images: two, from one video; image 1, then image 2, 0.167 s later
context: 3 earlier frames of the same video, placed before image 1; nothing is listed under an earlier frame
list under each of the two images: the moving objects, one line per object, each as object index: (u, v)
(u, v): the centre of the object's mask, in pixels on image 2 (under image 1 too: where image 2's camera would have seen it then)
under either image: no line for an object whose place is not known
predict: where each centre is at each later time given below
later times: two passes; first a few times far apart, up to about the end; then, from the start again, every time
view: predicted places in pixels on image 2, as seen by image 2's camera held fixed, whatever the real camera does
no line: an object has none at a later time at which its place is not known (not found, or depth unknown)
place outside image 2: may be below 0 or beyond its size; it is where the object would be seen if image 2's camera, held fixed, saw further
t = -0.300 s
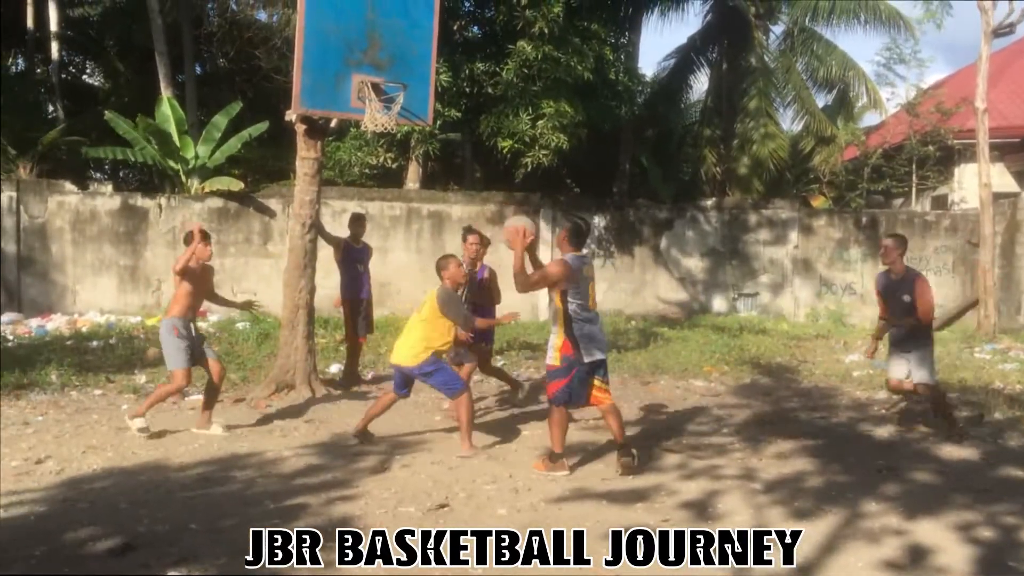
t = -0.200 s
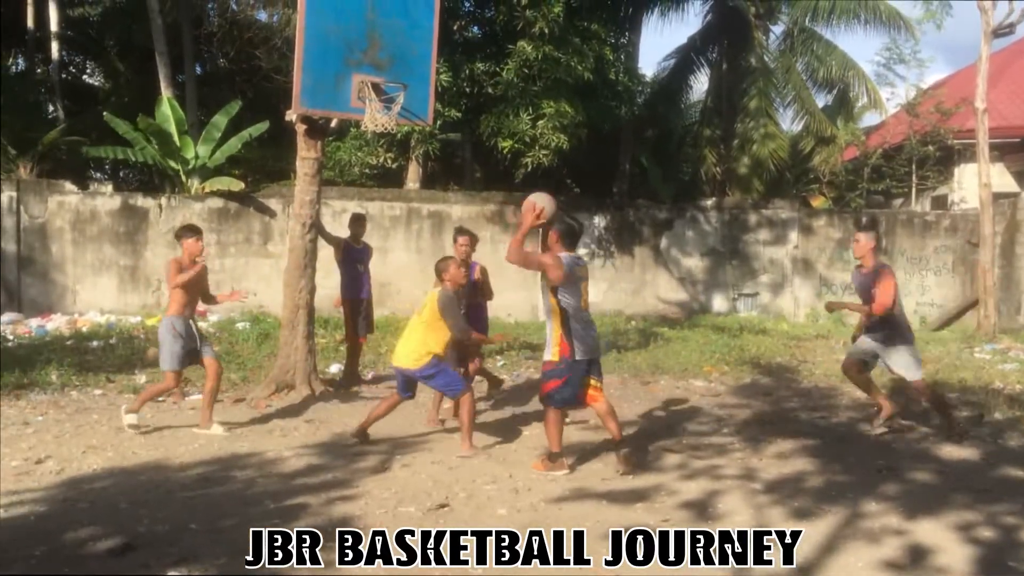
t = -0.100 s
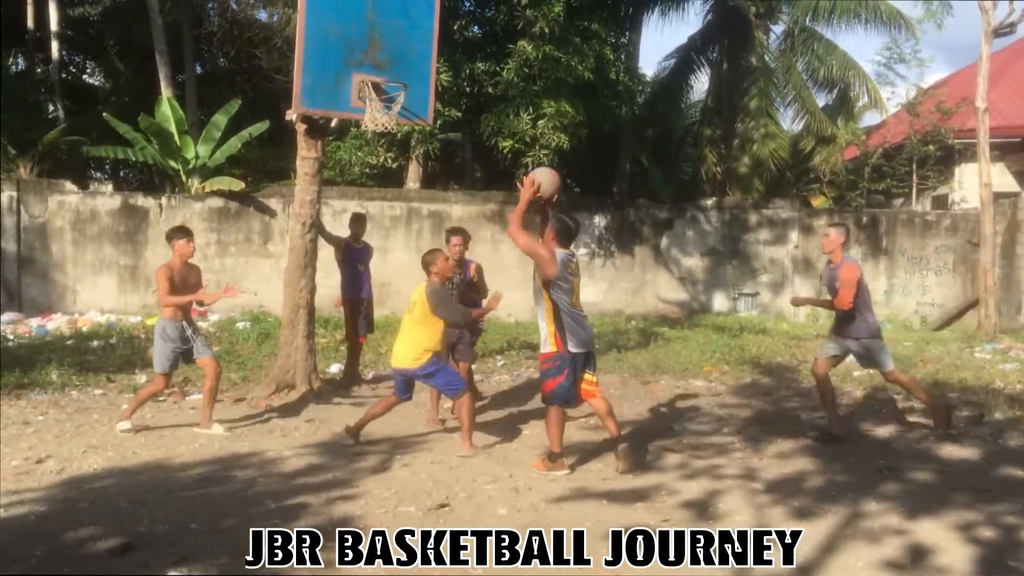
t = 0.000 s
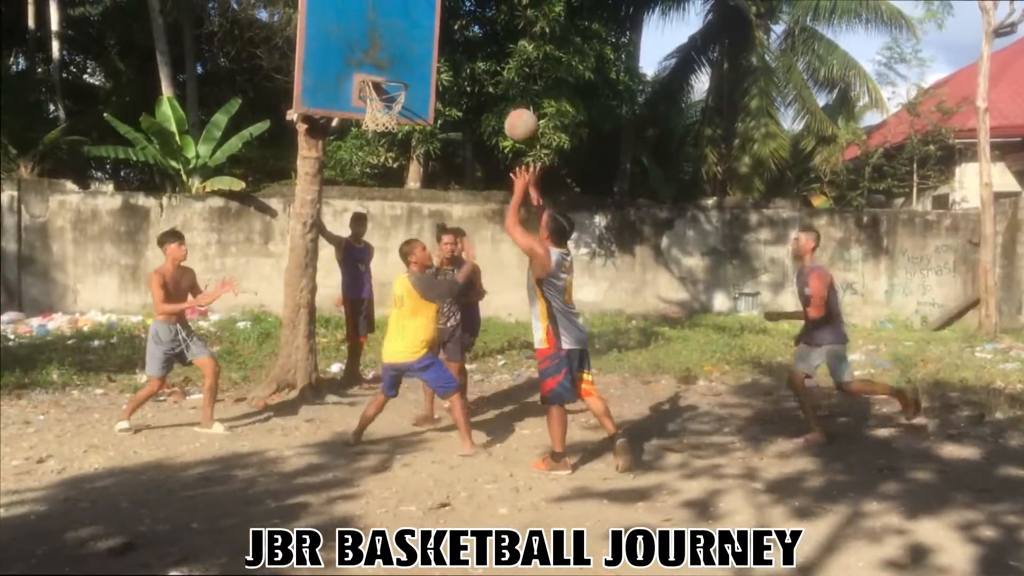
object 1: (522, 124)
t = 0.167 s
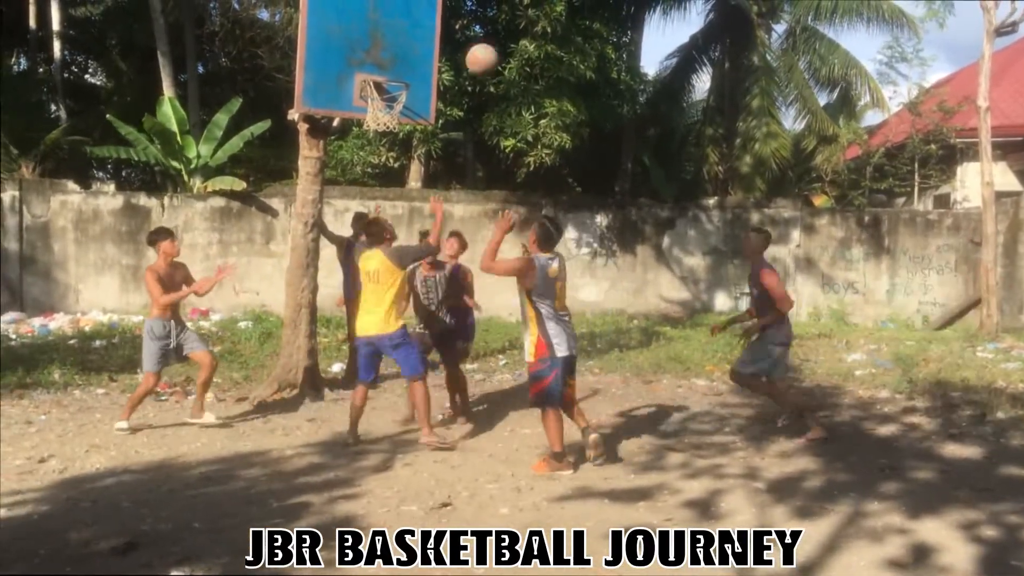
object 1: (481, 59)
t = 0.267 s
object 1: (459, 41)
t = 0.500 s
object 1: (413, 53)
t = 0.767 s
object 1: (376, 59)
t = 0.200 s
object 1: (474, 51)
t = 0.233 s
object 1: (466, 45)
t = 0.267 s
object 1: (459, 41)
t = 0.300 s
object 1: (452, 38)
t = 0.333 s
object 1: (445, 36)
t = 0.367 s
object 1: (438, 38)
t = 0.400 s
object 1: (432, 40)
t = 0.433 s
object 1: (426, 43)
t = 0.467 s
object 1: (419, 47)
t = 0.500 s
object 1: (413, 53)
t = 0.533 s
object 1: (407, 60)
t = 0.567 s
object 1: (401, 67)
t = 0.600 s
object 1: (395, 72)
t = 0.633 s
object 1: (387, 71)
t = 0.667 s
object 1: (379, 70)
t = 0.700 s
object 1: (378, 66)
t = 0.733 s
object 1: (377, 62)
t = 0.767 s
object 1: (376, 59)
